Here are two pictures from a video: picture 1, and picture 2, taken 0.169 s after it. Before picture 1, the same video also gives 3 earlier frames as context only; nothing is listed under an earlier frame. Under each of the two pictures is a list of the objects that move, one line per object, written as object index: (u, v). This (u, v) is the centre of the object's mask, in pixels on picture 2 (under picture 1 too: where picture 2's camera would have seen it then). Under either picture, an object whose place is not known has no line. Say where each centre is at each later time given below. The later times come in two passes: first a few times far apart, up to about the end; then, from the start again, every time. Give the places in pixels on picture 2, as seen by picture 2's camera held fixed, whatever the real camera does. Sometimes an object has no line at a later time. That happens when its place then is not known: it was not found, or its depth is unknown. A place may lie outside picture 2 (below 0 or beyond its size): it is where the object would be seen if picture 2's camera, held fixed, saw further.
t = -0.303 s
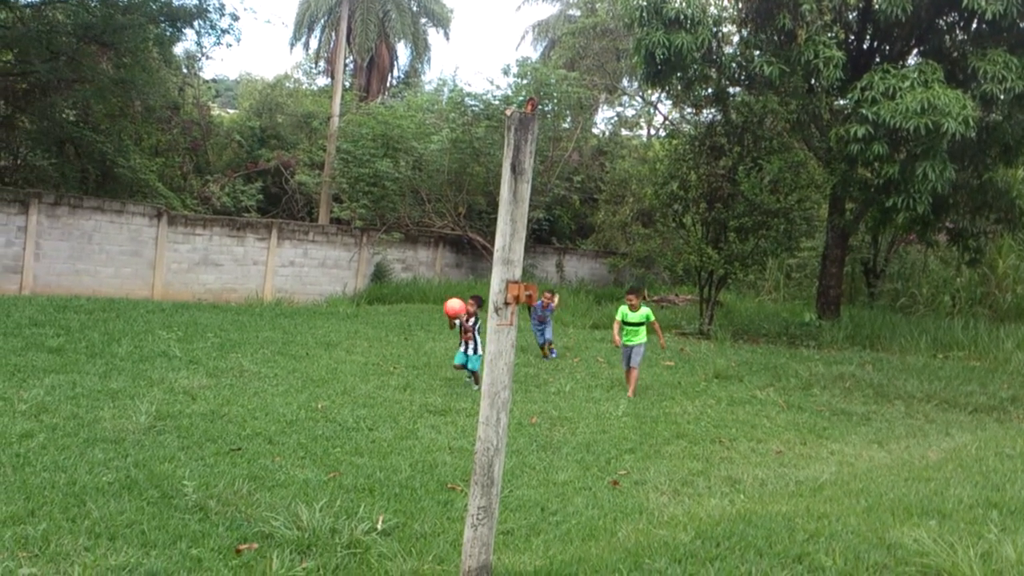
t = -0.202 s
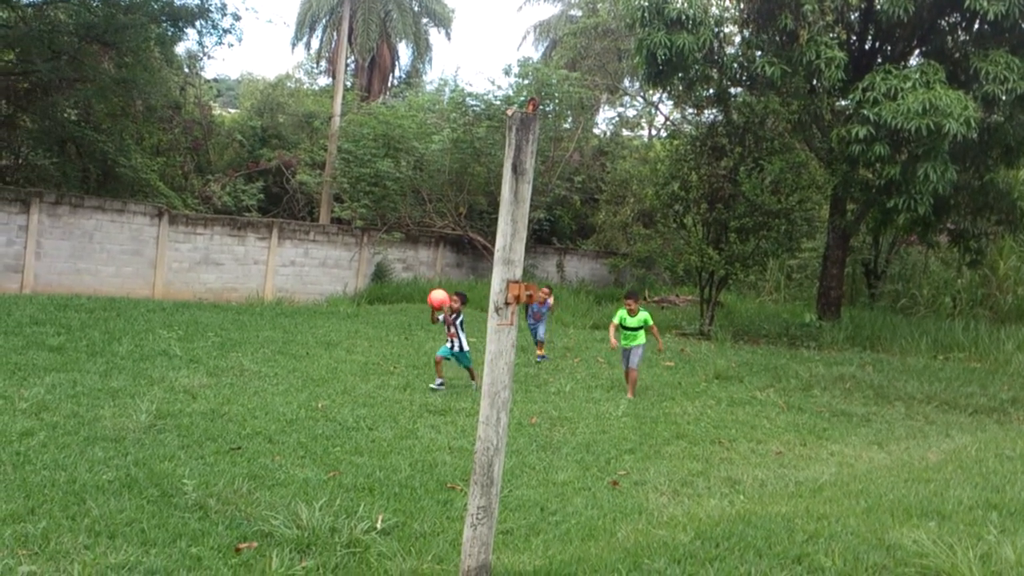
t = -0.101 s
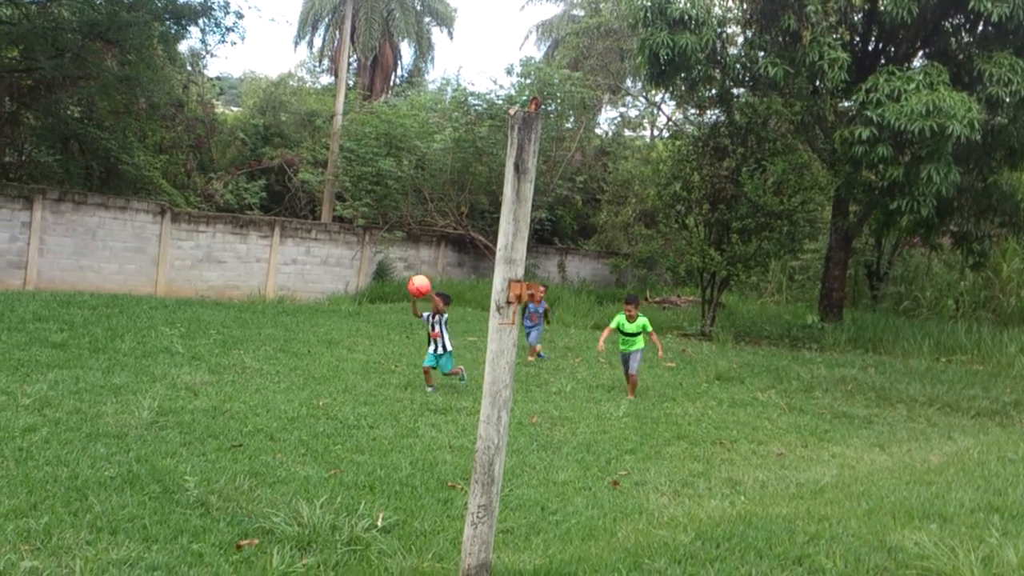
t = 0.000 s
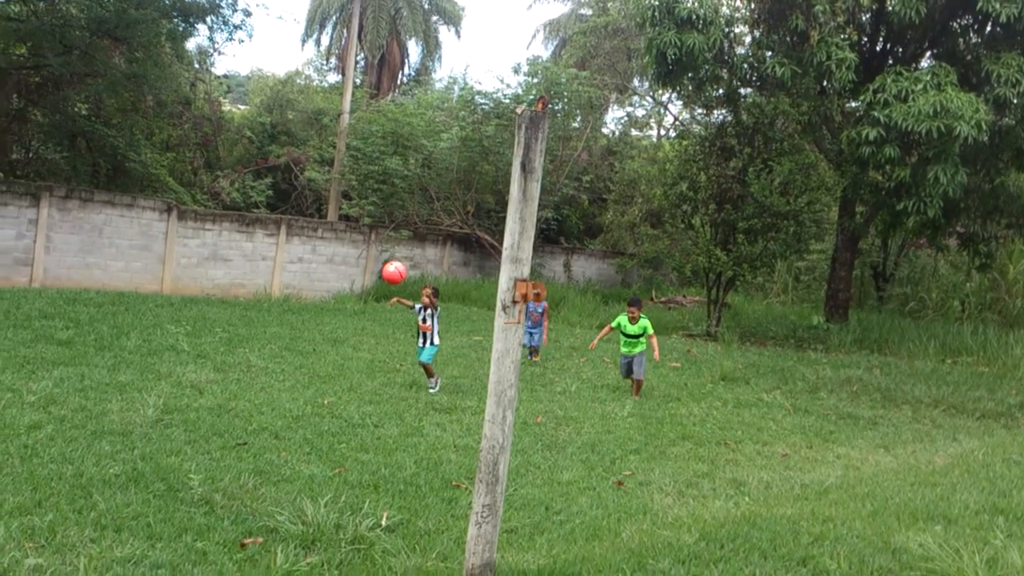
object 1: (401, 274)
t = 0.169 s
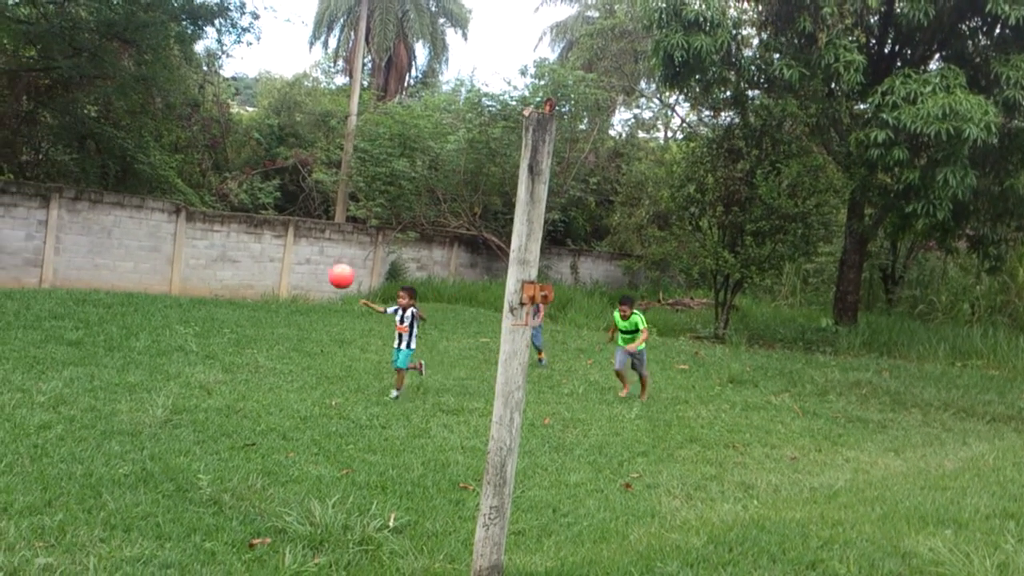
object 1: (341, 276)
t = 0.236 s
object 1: (314, 286)
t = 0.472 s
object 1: (199, 371)
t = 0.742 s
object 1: (139, 362)
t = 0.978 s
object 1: (109, 361)
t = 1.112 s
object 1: (85, 395)
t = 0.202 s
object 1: (328, 280)
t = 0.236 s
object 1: (314, 286)
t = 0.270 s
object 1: (299, 293)
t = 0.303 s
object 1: (284, 302)
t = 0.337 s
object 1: (268, 312)
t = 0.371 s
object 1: (252, 325)
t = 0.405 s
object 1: (235, 338)
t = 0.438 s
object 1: (218, 353)
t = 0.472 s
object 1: (199, 371)
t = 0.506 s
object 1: (180, 391)
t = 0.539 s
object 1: (160, 412)
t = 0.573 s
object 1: (154, 408)
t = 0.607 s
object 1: (151, 396)
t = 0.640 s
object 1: (148, 385)
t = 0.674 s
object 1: (146, 376)
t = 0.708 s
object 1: (143, 368)
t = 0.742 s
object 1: (139, 362)
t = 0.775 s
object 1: (136, 357)
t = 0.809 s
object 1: (132, 354)
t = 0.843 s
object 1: (126, 352)
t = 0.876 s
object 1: (121, 352)
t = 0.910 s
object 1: (117, 353)
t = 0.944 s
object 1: (113, 356)
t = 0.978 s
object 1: (109, 361)
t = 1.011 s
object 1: (103, 367)
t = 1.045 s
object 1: (98, 374)
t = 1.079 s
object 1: (92, 383)
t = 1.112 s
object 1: (85, 395)
